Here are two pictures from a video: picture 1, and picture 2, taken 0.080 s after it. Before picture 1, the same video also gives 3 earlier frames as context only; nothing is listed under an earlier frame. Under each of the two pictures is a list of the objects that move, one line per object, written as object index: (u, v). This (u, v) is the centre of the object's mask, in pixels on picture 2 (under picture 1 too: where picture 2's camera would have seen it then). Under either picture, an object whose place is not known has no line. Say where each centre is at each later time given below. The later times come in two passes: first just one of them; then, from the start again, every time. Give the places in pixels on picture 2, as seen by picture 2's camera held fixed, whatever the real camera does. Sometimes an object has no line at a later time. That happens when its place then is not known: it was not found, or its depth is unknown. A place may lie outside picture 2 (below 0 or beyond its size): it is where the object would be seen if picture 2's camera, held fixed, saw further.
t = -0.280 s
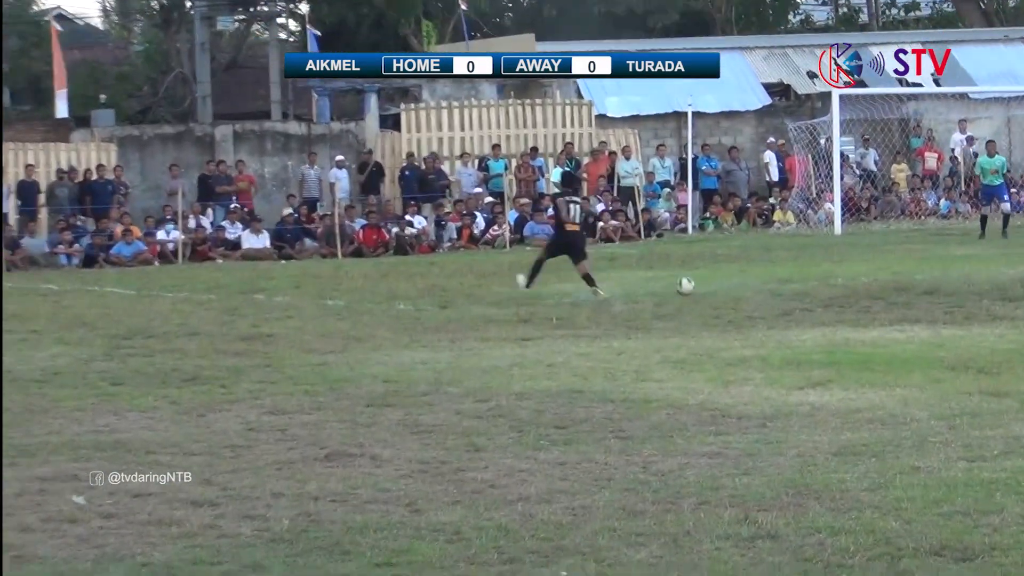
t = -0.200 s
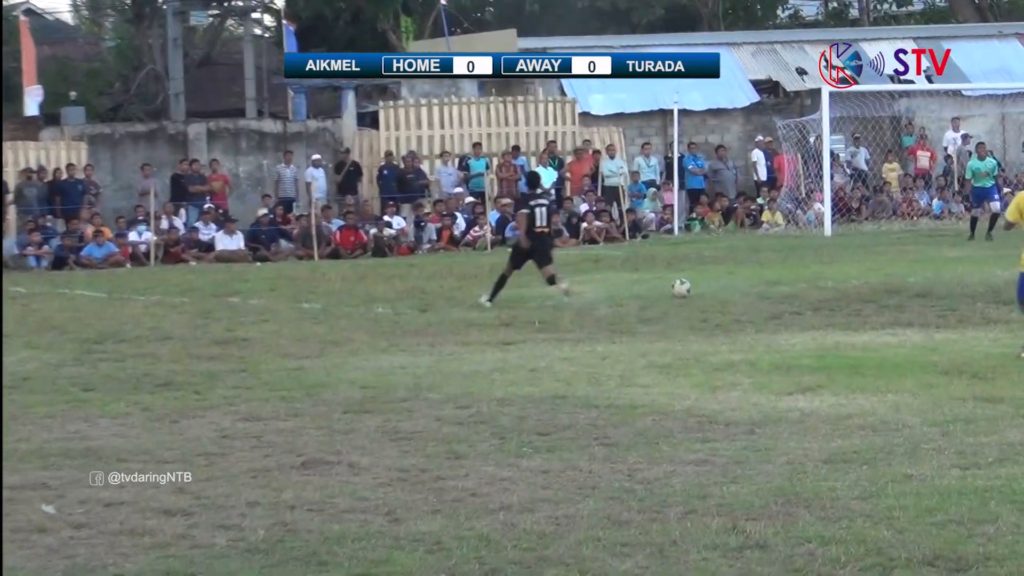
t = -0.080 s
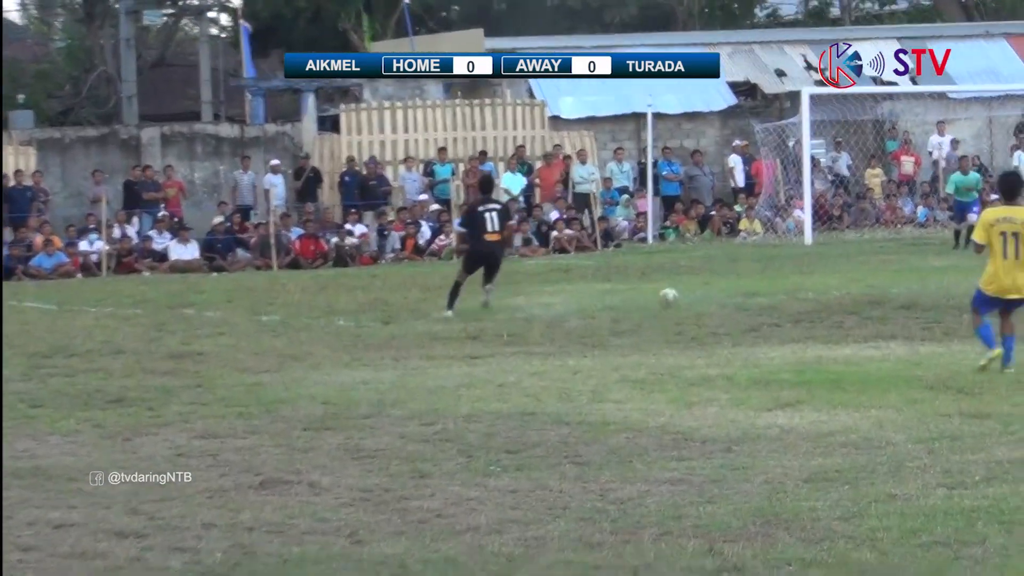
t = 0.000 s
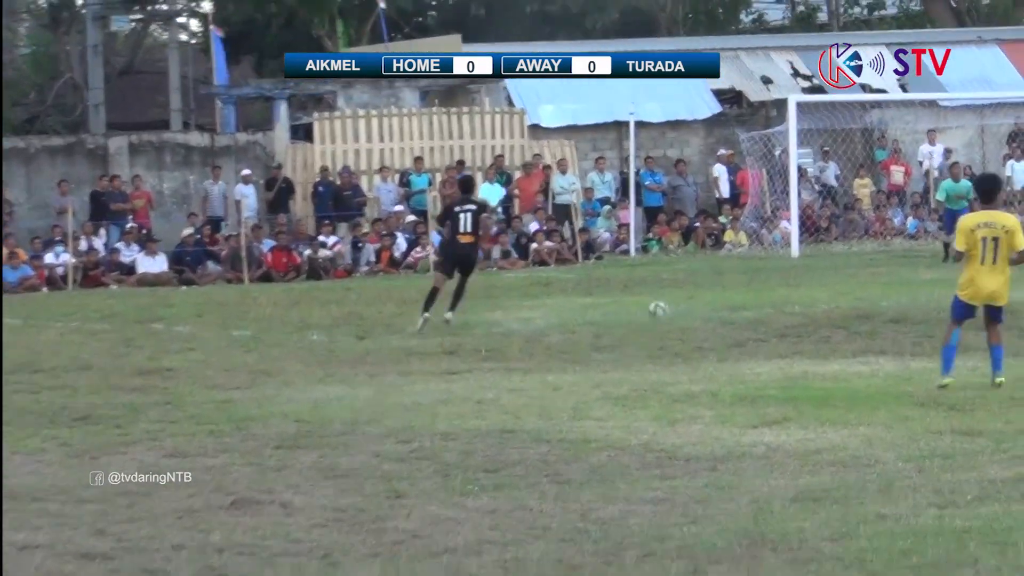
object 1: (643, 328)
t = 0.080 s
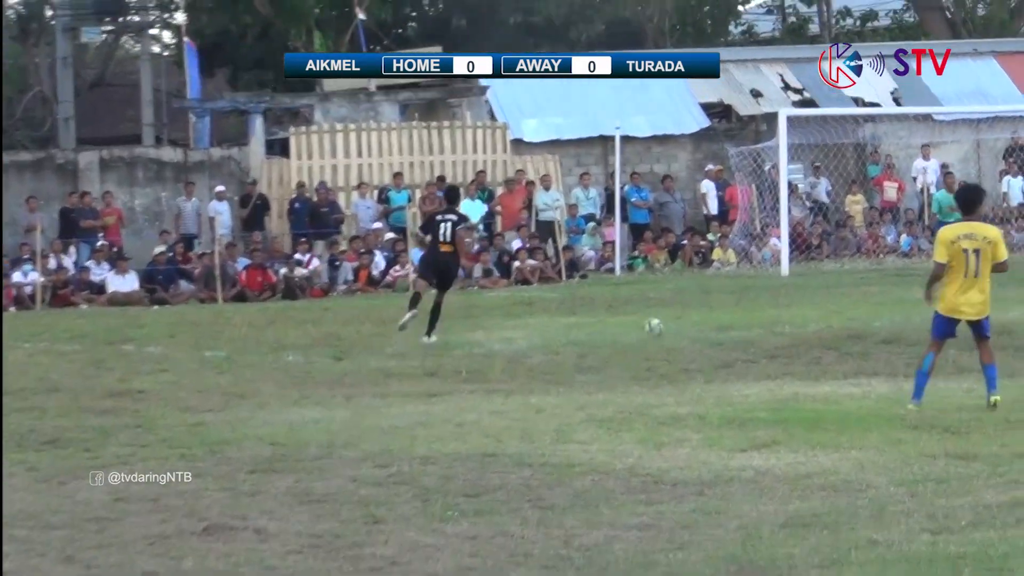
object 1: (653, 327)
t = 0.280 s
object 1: (672, 322)
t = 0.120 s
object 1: (654, 329)
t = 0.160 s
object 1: (662, 324)
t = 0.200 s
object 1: (666, 324)
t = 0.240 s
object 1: (669, 323)
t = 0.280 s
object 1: (672, 322)
